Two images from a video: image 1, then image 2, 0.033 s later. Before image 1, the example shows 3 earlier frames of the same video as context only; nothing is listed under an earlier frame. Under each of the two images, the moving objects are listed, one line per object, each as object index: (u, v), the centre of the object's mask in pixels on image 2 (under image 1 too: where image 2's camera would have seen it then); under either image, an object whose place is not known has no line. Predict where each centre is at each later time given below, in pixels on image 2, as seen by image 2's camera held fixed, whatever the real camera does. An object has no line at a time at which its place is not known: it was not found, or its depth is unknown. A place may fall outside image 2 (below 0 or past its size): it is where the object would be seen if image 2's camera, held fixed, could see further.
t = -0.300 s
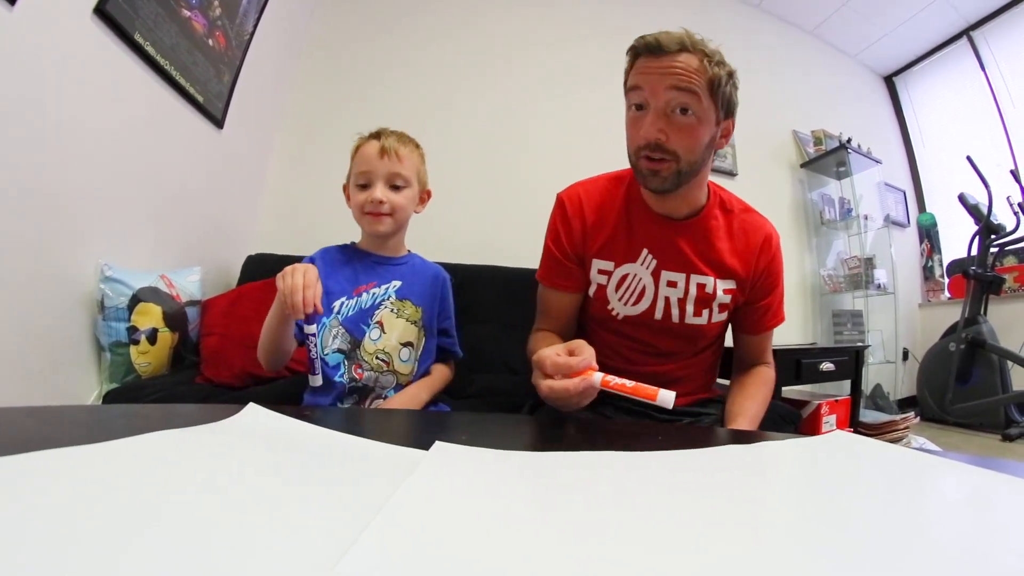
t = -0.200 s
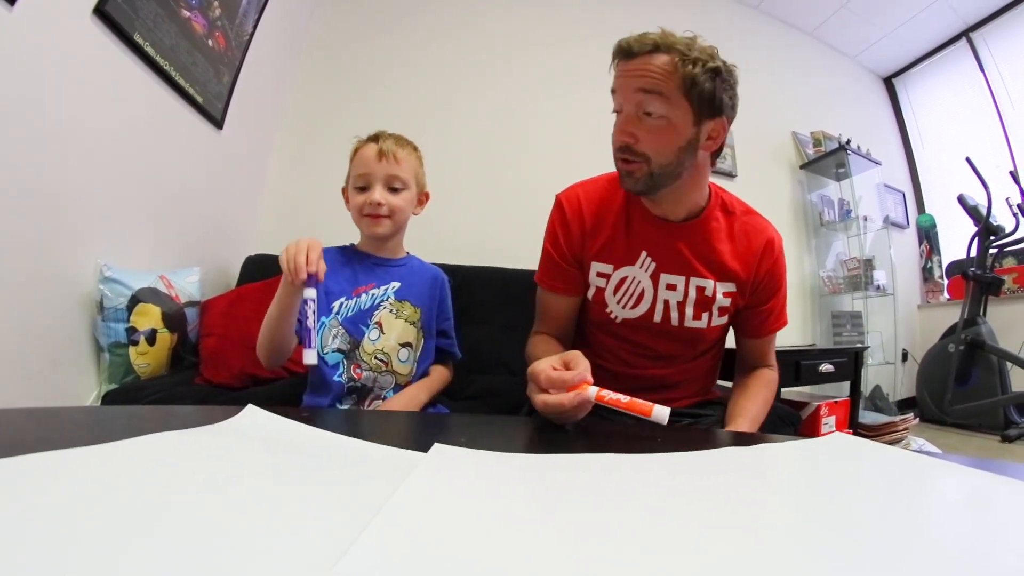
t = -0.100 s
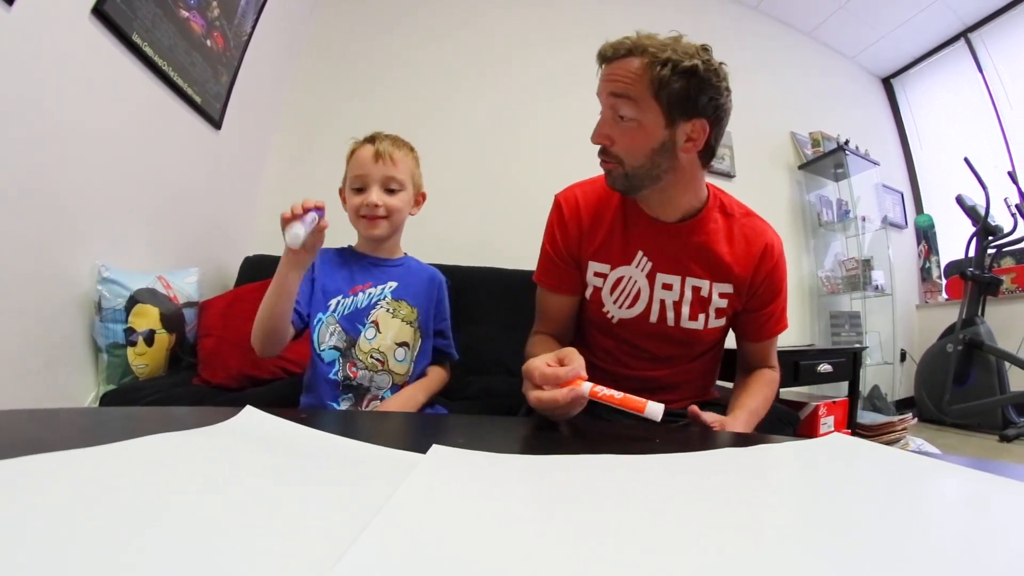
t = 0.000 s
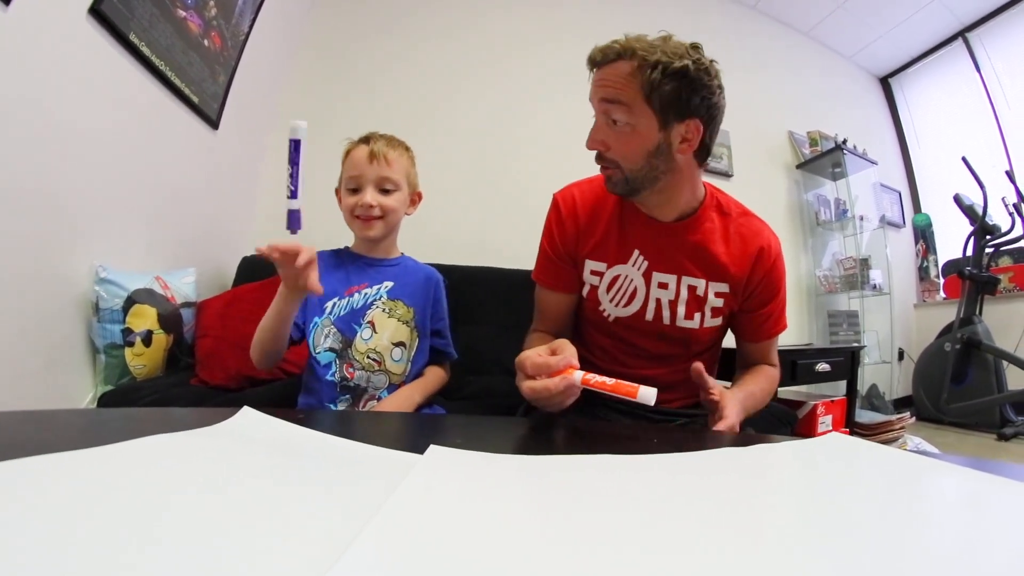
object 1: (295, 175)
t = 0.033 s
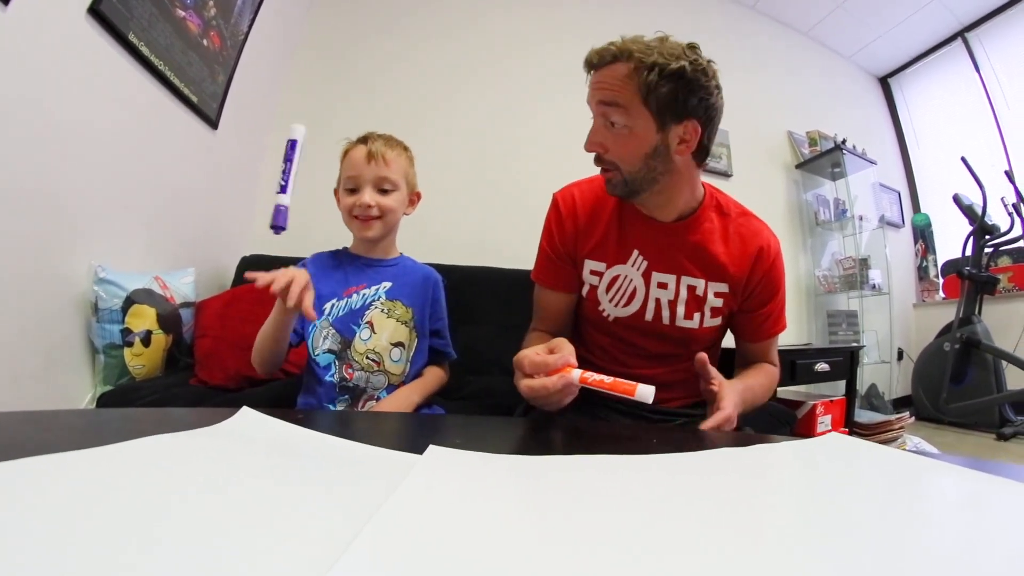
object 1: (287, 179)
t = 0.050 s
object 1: (282, 183)
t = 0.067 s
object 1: (277, 189)
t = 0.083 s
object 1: (270, 197)
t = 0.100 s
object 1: (263, 208)
